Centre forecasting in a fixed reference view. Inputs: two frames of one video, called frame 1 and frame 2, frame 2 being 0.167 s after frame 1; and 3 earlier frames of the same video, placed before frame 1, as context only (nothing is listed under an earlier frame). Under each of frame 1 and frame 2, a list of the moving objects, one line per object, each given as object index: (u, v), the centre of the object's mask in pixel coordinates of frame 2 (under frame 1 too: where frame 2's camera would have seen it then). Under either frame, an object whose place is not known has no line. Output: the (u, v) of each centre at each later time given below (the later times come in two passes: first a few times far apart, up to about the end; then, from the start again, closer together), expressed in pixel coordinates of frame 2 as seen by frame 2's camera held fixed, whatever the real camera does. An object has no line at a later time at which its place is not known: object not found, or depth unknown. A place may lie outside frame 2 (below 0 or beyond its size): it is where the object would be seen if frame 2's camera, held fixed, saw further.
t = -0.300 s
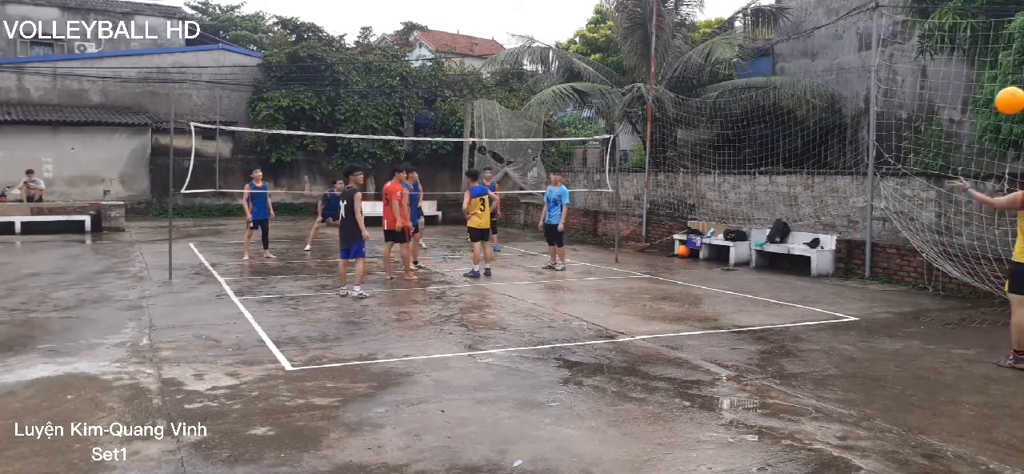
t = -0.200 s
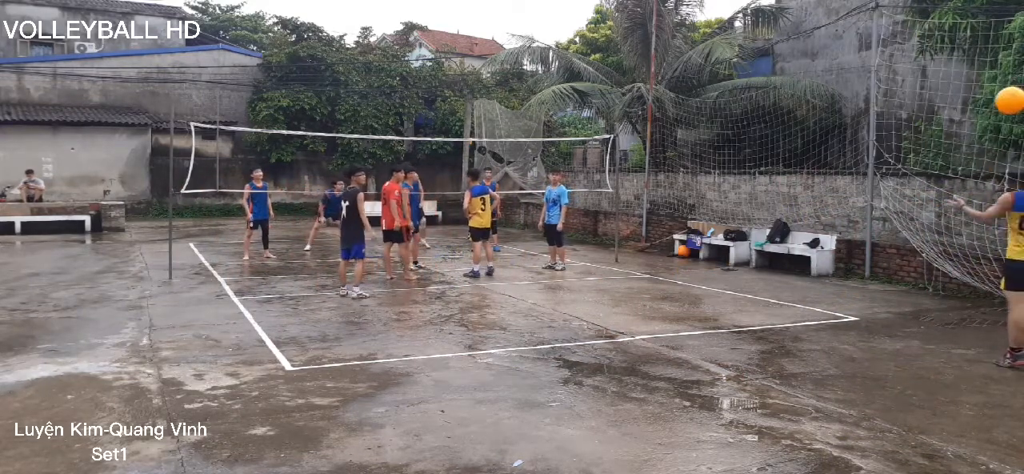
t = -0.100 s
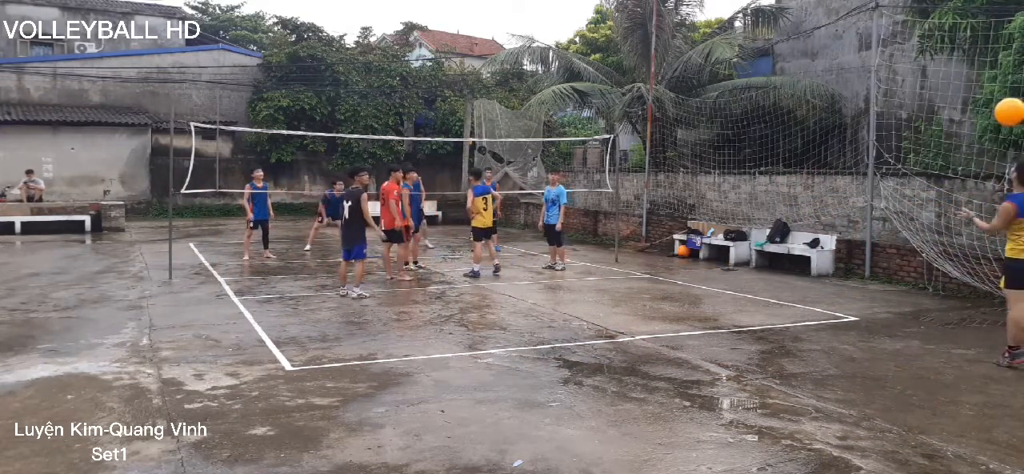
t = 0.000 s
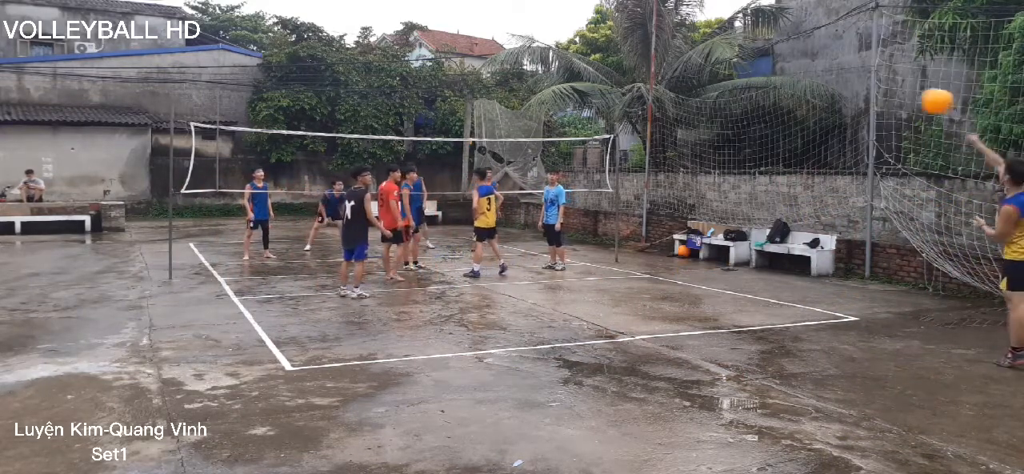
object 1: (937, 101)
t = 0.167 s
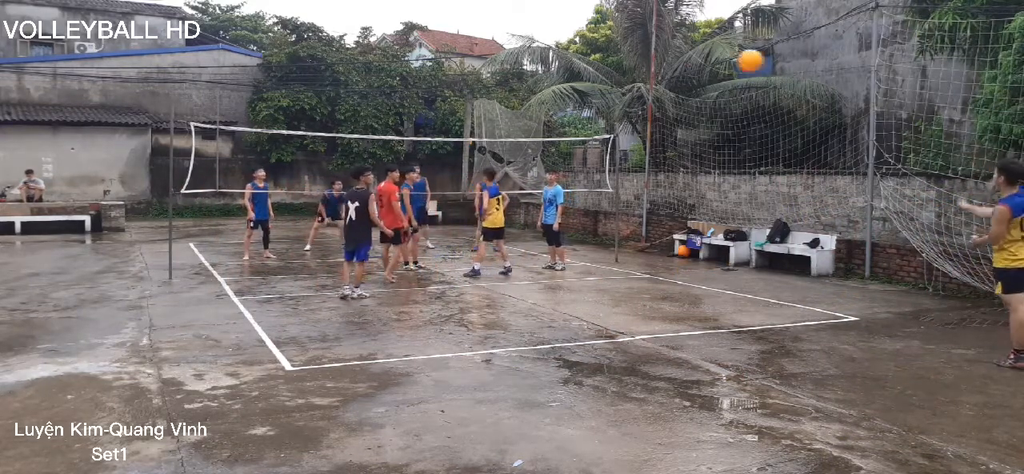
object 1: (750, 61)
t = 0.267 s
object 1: (670, 55)
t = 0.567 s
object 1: (508, 83)
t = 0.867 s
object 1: (411, 150)
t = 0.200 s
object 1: (722, 57)
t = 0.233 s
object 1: (695, 56)
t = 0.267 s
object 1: (670, 55)
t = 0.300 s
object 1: (647, 55)
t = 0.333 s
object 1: (626, 56)
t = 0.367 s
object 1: (606, 58)
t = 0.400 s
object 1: (586, 61)
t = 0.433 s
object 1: (569, 64)
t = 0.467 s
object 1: (552, 69)
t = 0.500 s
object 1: (536, 73)
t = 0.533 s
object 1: (521, 78)
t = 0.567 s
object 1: (508, 83)
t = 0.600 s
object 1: (495, 90)
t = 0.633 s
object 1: (483, 95)
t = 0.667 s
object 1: (471, 103)
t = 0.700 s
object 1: (460, 110)
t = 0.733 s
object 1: (450, 118)
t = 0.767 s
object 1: (439, 125)
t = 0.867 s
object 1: (411, 150)
